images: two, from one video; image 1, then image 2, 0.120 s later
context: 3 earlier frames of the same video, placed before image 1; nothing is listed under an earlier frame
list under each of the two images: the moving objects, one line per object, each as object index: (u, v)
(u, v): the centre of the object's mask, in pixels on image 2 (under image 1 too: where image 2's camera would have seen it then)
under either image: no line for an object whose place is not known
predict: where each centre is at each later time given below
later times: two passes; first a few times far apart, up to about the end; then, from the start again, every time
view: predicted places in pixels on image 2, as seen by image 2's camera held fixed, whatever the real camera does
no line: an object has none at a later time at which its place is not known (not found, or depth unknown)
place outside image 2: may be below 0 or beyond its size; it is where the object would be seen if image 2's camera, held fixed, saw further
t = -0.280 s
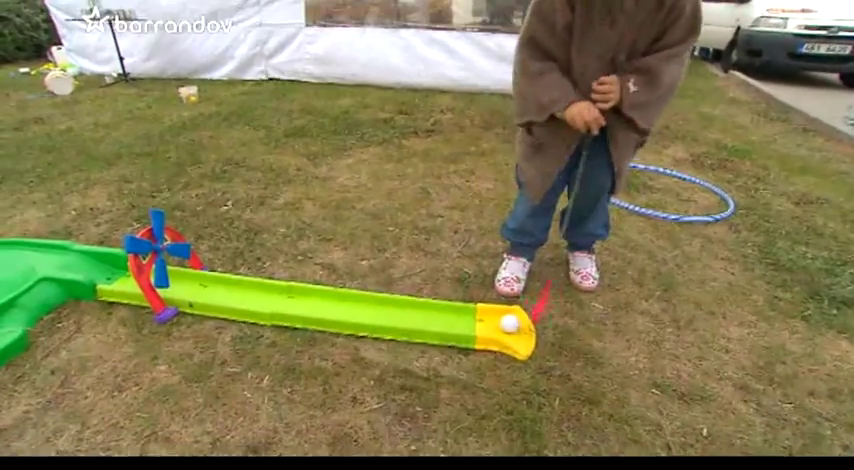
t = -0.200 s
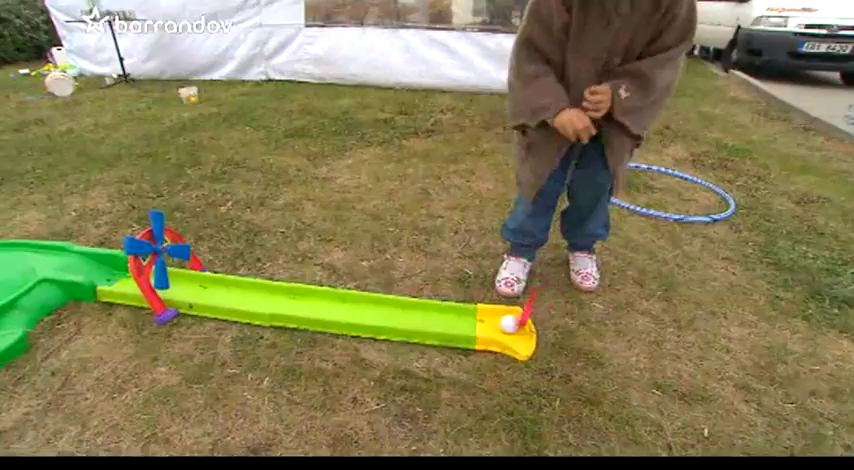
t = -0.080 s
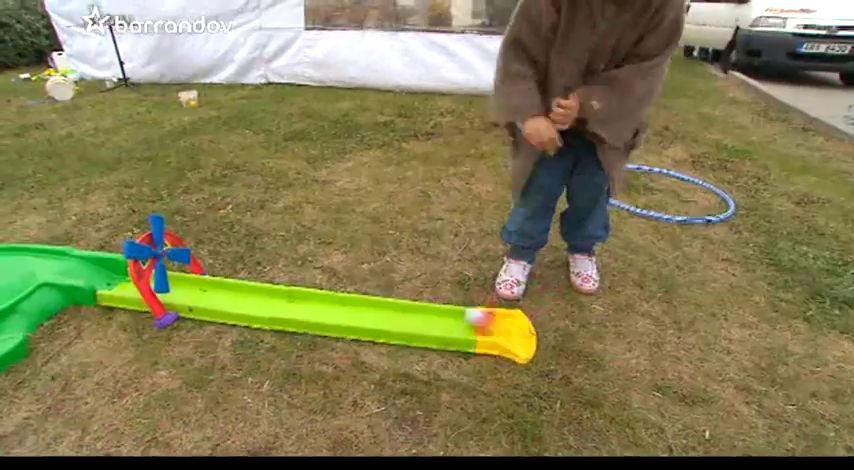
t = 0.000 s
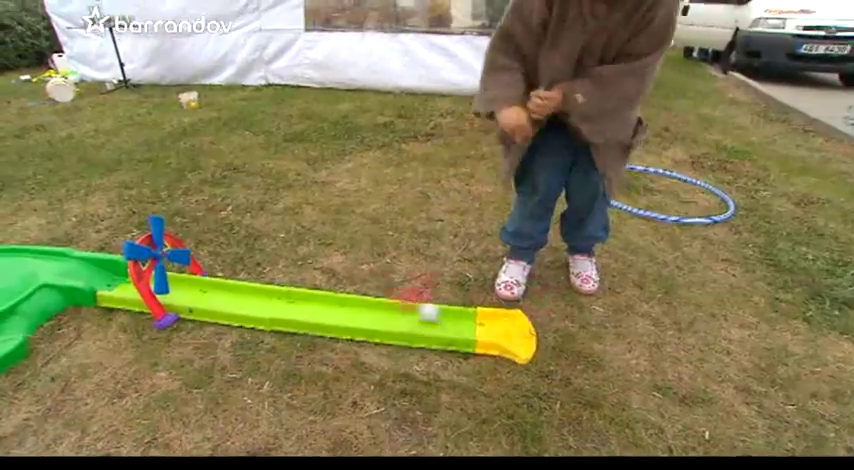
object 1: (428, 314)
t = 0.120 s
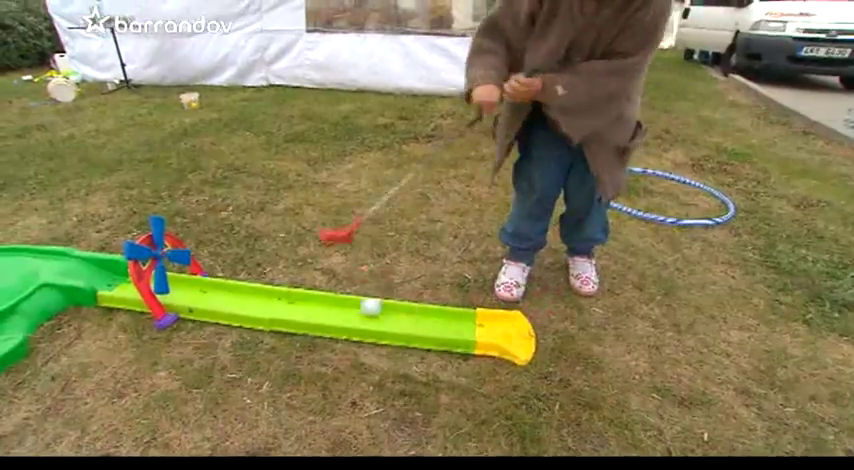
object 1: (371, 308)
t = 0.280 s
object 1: (300, 299)
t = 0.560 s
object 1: (183, 293)
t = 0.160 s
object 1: (352, 306)
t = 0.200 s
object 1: (335, 303)
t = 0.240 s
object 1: (317, 301)
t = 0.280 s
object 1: (300, 299)
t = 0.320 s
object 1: (283, 297)
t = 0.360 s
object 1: (266, 298)
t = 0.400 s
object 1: (250, 297)
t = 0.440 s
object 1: (233, 297)
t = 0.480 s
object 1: (216, 296)
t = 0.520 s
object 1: (201, 294)
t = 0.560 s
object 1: (183, 293)
